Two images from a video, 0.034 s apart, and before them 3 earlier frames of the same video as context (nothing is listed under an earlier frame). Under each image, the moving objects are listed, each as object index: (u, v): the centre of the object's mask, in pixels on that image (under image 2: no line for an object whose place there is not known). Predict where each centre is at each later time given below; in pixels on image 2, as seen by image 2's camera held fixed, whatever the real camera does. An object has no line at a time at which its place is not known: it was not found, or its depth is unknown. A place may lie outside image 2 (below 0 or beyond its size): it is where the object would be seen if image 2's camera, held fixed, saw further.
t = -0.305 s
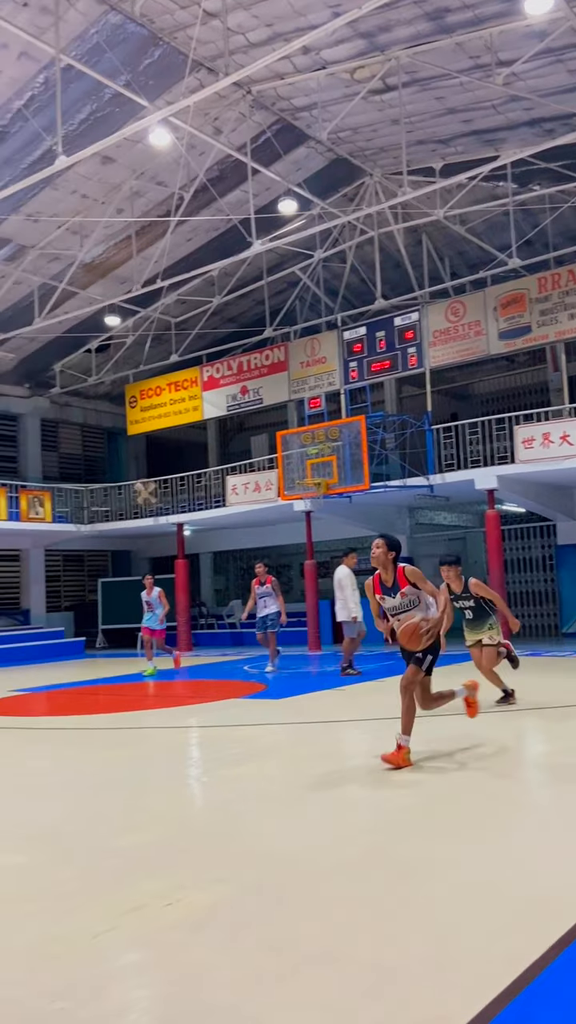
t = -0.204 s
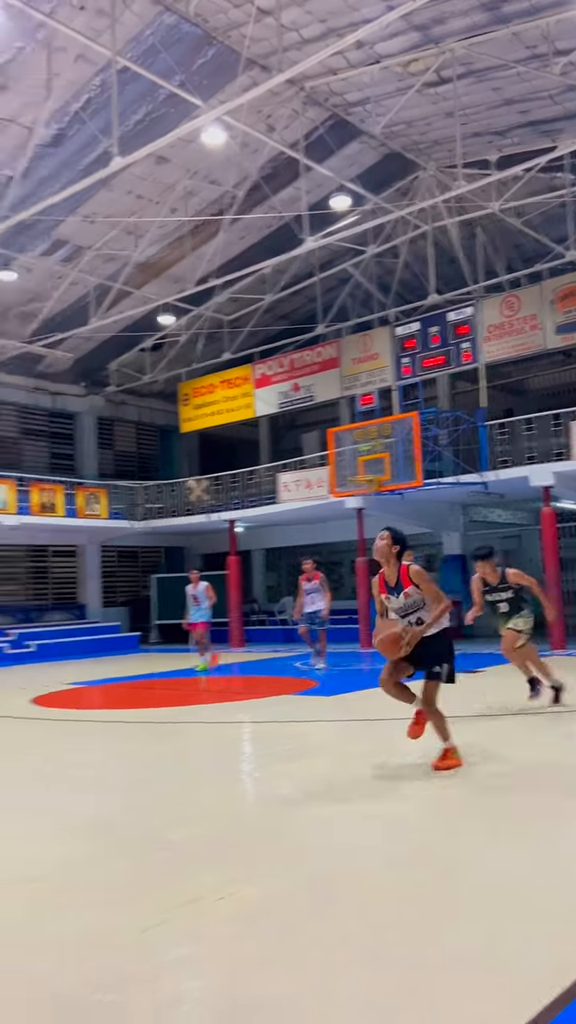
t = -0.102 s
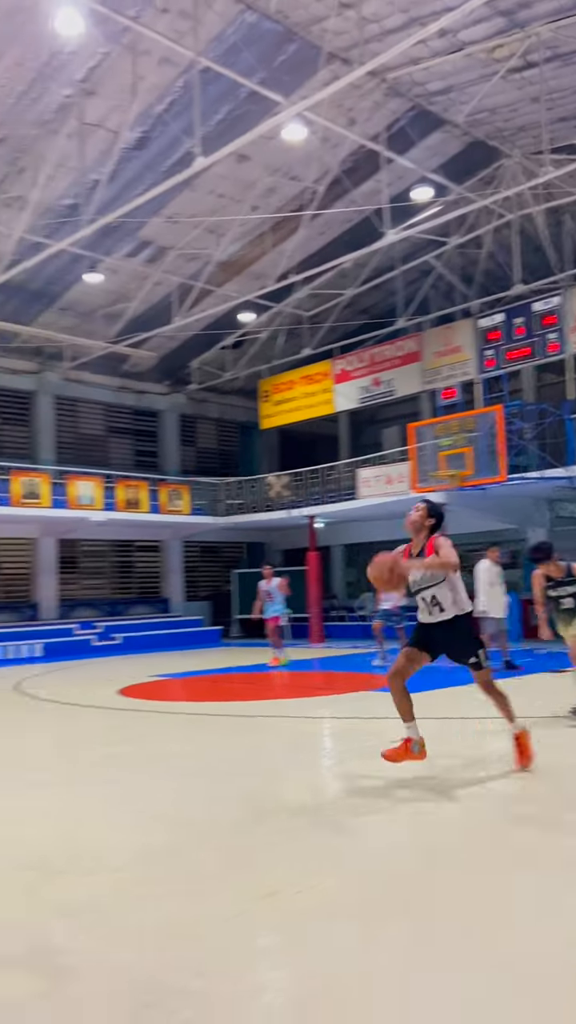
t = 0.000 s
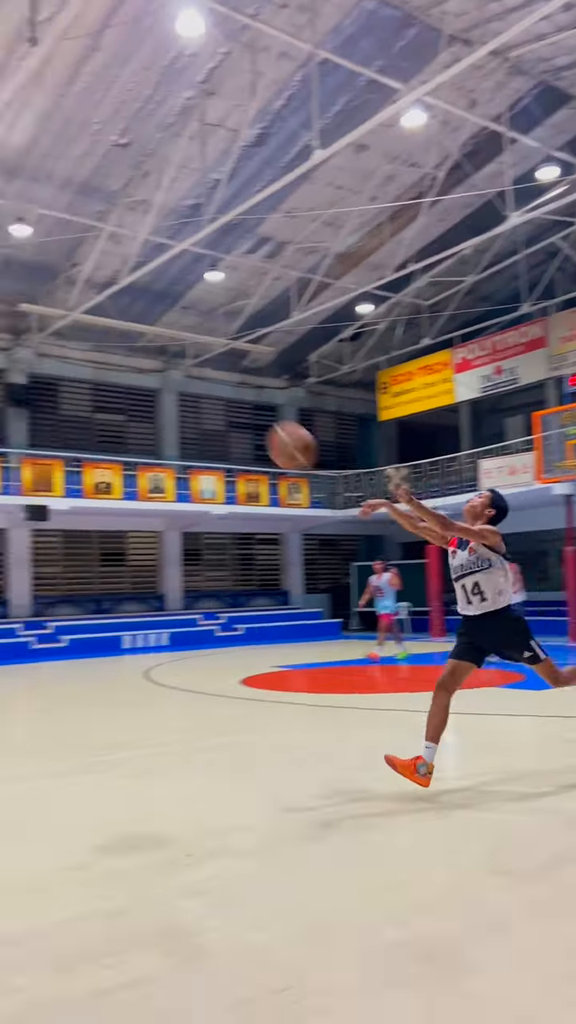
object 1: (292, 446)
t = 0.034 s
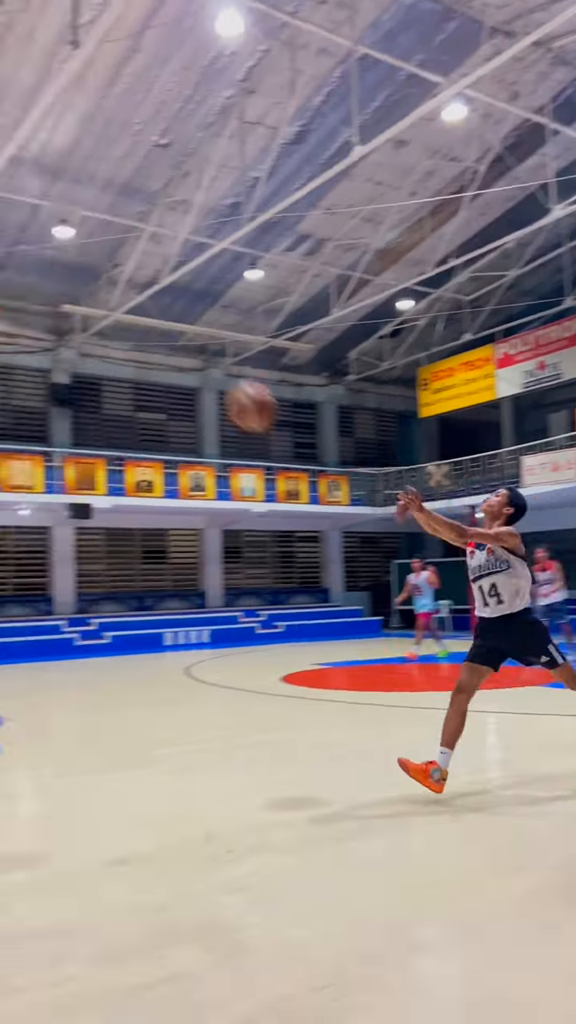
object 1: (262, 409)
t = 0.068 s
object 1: (176, 369)
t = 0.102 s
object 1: (86, 327)
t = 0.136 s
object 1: (-13, 288)
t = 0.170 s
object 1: (-120, 245)
